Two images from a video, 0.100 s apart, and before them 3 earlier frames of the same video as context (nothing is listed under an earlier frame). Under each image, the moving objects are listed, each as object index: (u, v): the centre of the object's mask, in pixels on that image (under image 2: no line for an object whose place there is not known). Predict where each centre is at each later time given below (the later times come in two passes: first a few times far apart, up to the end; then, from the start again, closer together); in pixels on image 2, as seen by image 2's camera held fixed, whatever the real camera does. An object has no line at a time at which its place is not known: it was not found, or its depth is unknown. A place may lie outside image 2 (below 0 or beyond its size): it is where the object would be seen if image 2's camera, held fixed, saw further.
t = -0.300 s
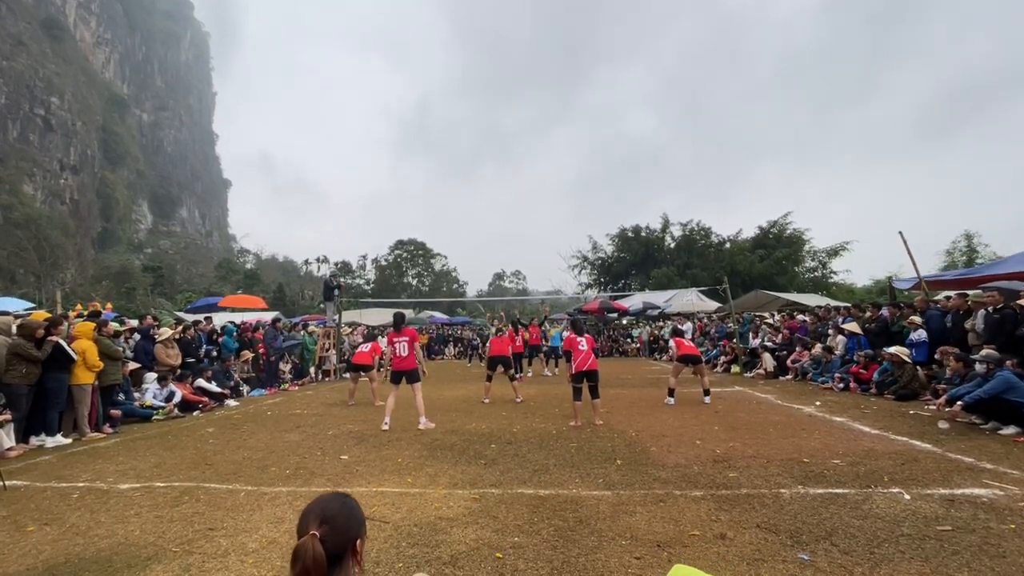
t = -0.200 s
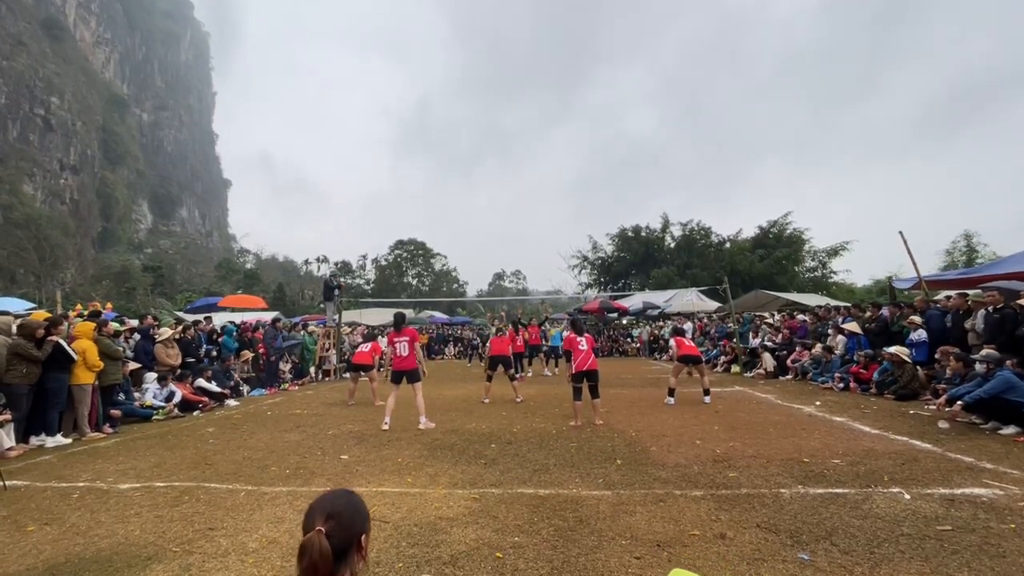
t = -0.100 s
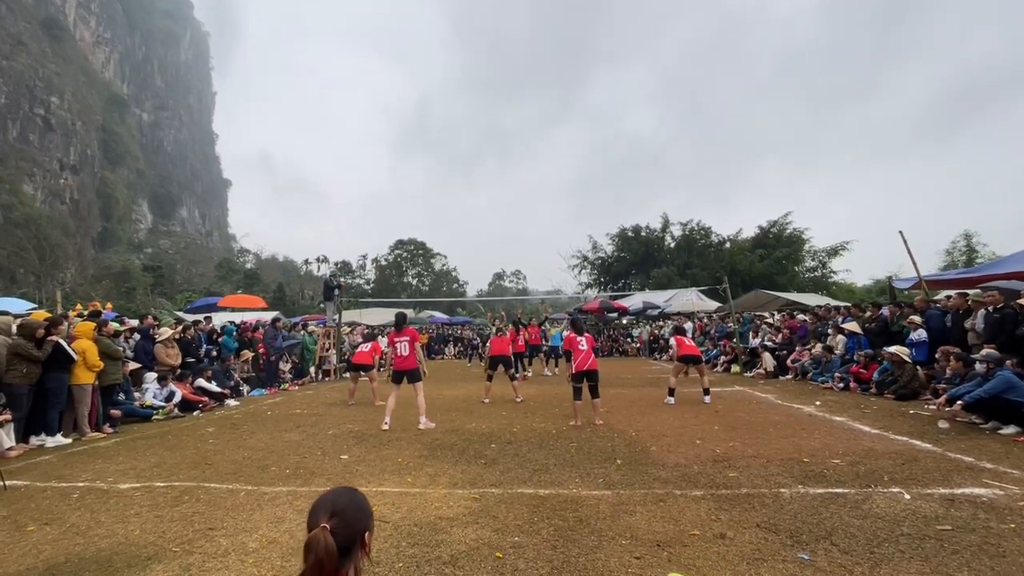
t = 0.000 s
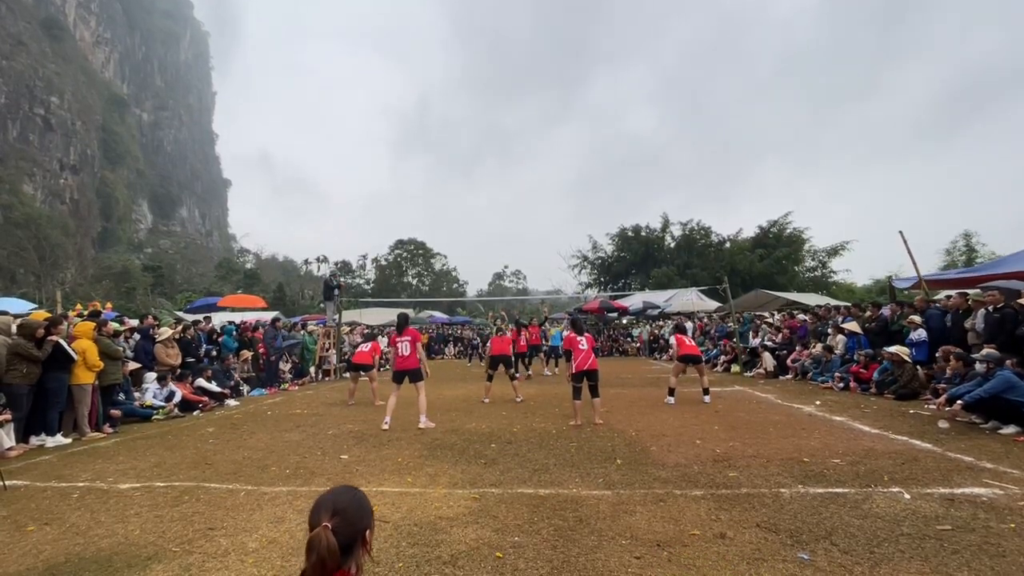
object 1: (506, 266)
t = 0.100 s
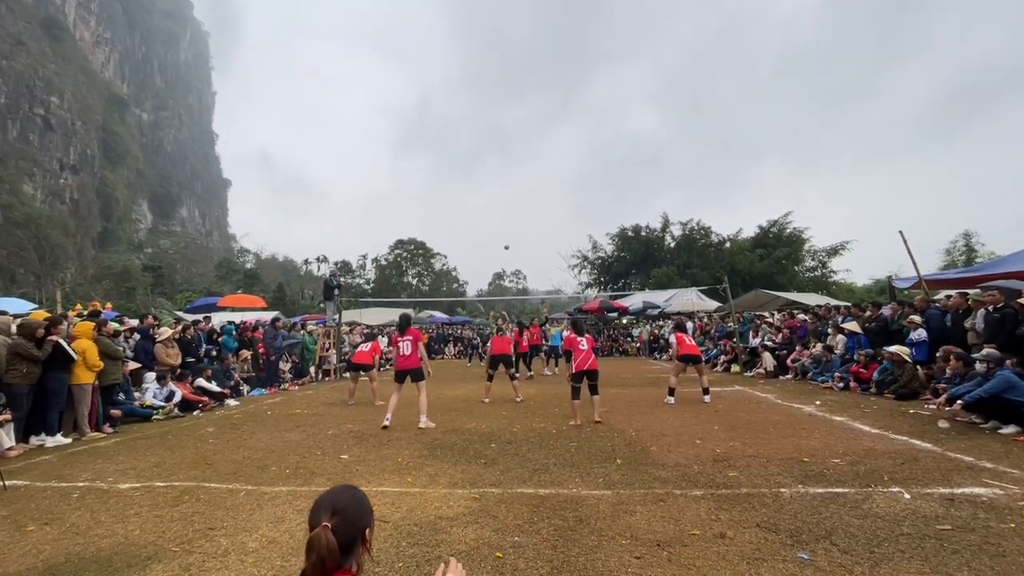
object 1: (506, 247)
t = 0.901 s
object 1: (504, 142)
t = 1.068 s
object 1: (504, 139)
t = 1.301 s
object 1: (504, 155)
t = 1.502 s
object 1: (505, 193)
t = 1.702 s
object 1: (510, 265)
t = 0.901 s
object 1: (504, 142)
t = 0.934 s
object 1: (504, 140)
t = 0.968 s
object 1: (504, 139)
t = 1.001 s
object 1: (504, 139)
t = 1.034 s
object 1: (504, 139)
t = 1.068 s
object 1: (504, 139)
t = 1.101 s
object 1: (504, 140)
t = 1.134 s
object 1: (504, 141)
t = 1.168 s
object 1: (504, 143)
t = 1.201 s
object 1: (504, 145)
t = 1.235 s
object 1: (504, 148)
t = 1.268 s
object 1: (504, 151)
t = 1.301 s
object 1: (504, 155)
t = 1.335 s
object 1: (504, 159)
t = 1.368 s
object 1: (504, 165)
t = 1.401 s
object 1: (504, 171)
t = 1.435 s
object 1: (505, 178)
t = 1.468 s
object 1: (505, 185)
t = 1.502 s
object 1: (505, 193)
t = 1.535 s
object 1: (506, 203)
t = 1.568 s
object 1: (507, 213)
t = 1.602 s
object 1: (507, 224)
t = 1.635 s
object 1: (508, 237)
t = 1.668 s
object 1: (509, 250)
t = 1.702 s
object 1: (510, 265)
